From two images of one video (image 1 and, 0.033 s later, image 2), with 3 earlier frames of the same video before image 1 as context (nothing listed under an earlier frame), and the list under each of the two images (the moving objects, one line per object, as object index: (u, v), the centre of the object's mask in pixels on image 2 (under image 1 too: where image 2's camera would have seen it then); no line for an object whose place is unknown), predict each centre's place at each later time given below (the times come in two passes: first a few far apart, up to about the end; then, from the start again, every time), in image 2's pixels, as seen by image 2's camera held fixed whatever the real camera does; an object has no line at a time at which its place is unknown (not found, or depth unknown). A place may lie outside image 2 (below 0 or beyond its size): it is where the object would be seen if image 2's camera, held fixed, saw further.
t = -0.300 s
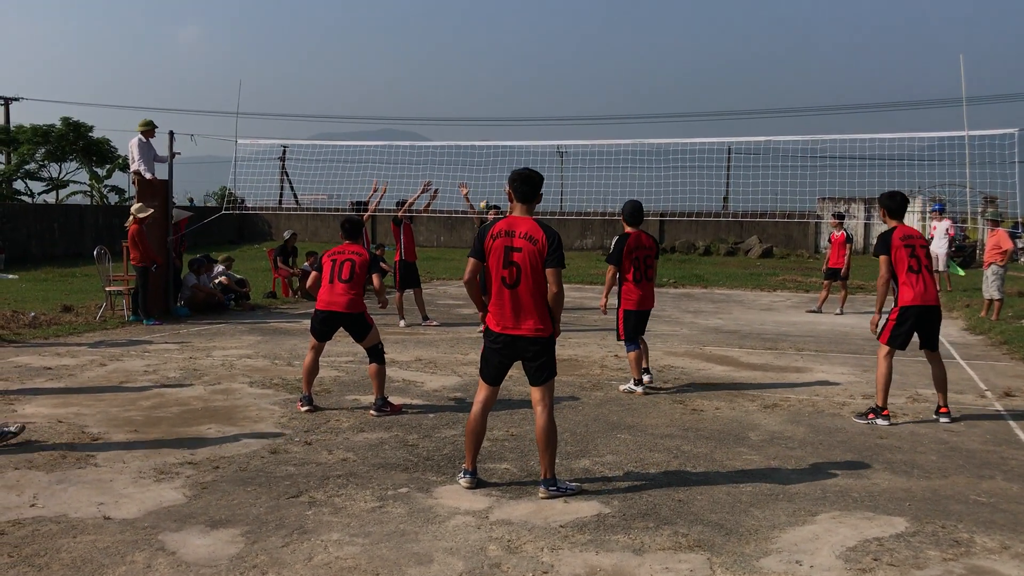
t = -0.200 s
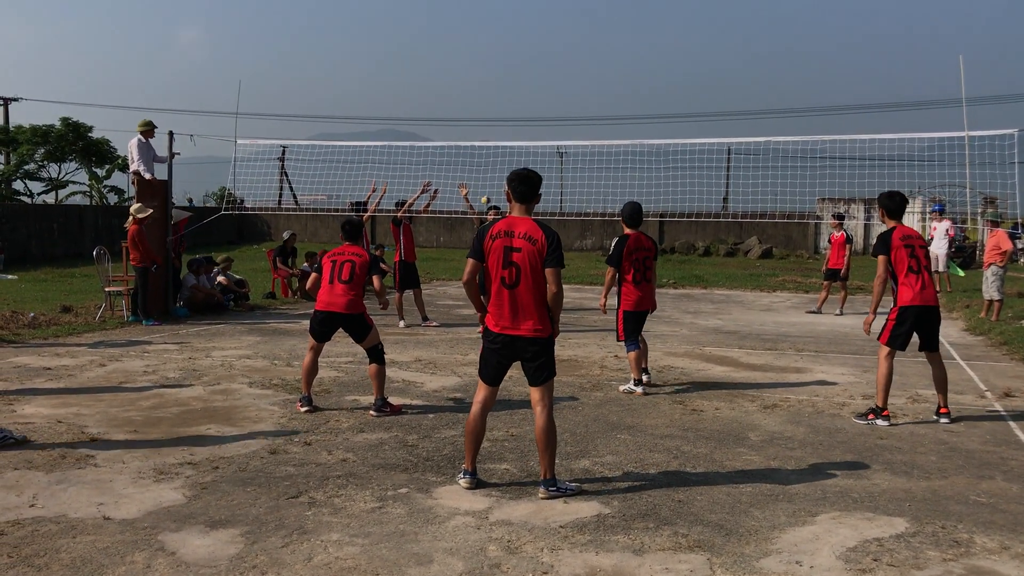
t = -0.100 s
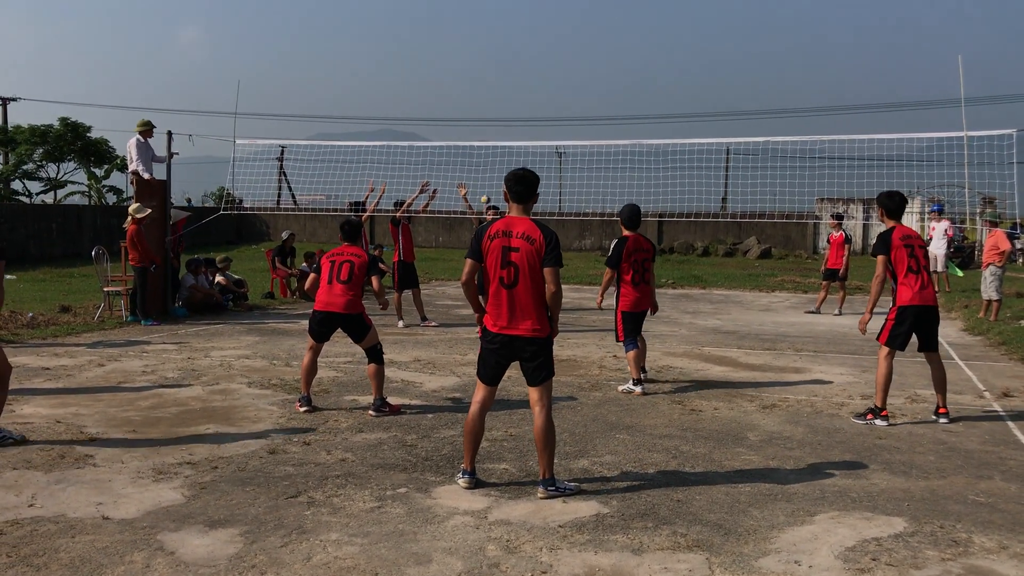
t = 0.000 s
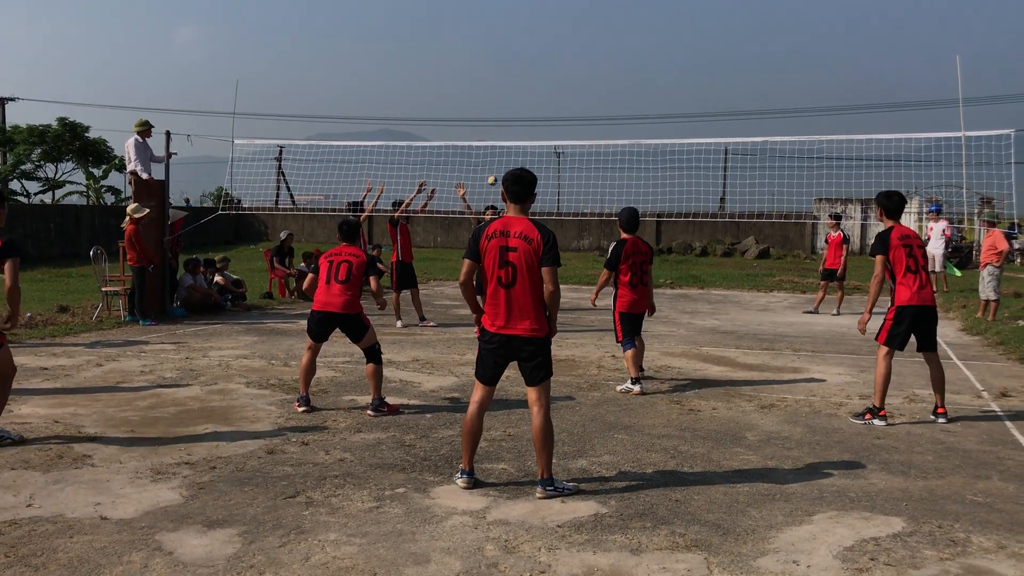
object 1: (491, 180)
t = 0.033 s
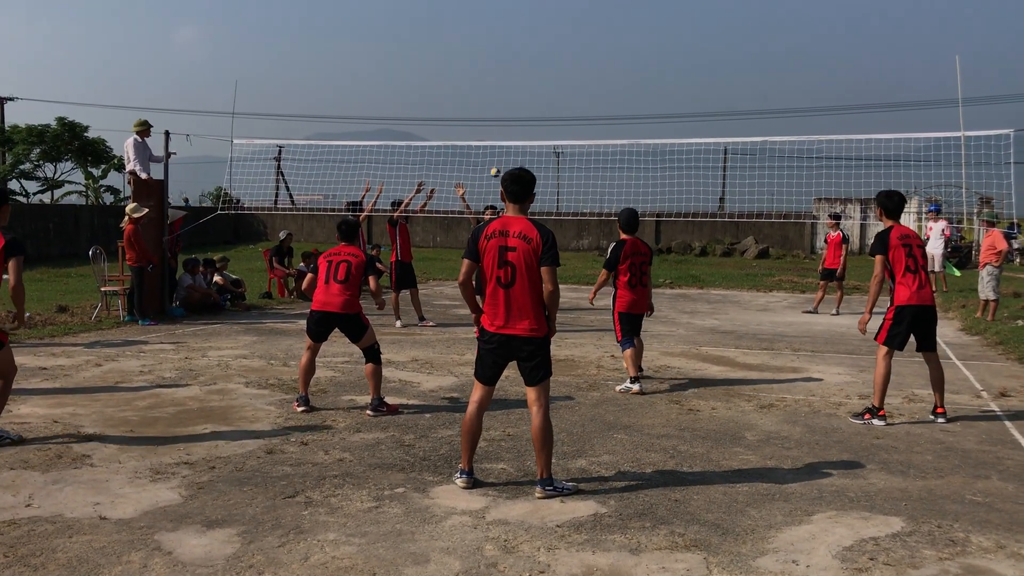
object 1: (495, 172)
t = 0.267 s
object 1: (521, 123)
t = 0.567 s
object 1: (565, 91)
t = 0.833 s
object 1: (620, 115)
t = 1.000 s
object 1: (669, 174)
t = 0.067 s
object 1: (498, 164)
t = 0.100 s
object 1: (502, 156)
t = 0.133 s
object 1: (505, 149)
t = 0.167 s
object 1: (509, 141)
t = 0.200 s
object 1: (513, 135)
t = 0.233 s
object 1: (516, 128)
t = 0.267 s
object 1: (521, 123)
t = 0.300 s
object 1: (525, 117)
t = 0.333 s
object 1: (529, 112)
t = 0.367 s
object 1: (534, 108)
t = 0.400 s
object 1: (538, 103)
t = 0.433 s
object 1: (544, 100)
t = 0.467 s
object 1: (549, 97)
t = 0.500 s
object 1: (554, 94)
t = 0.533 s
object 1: (559, 91)
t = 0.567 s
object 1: (565, 91)
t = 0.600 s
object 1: (572, 91)
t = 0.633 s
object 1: (578, 91)
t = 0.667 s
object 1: (584, 92)
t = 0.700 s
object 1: (591, 95)
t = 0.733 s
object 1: (598, 98)
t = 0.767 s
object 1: (605, 102)
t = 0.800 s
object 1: (612, 108)
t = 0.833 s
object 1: (620, 115)
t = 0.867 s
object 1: (629, 125)
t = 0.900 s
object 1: (639, 135)
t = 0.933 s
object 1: (648, 146)
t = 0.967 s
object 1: (658, 159)
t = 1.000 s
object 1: (669, 174)
